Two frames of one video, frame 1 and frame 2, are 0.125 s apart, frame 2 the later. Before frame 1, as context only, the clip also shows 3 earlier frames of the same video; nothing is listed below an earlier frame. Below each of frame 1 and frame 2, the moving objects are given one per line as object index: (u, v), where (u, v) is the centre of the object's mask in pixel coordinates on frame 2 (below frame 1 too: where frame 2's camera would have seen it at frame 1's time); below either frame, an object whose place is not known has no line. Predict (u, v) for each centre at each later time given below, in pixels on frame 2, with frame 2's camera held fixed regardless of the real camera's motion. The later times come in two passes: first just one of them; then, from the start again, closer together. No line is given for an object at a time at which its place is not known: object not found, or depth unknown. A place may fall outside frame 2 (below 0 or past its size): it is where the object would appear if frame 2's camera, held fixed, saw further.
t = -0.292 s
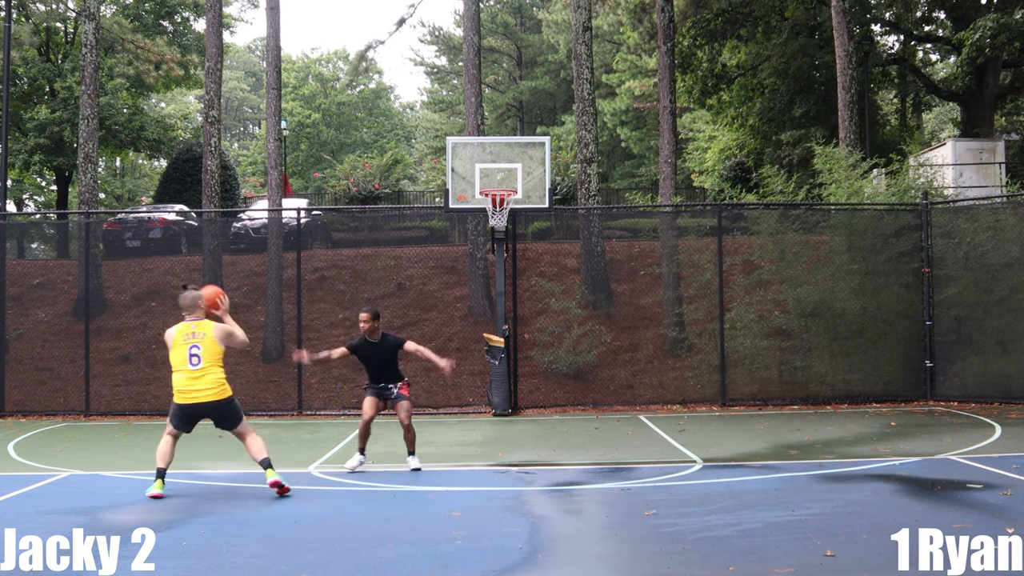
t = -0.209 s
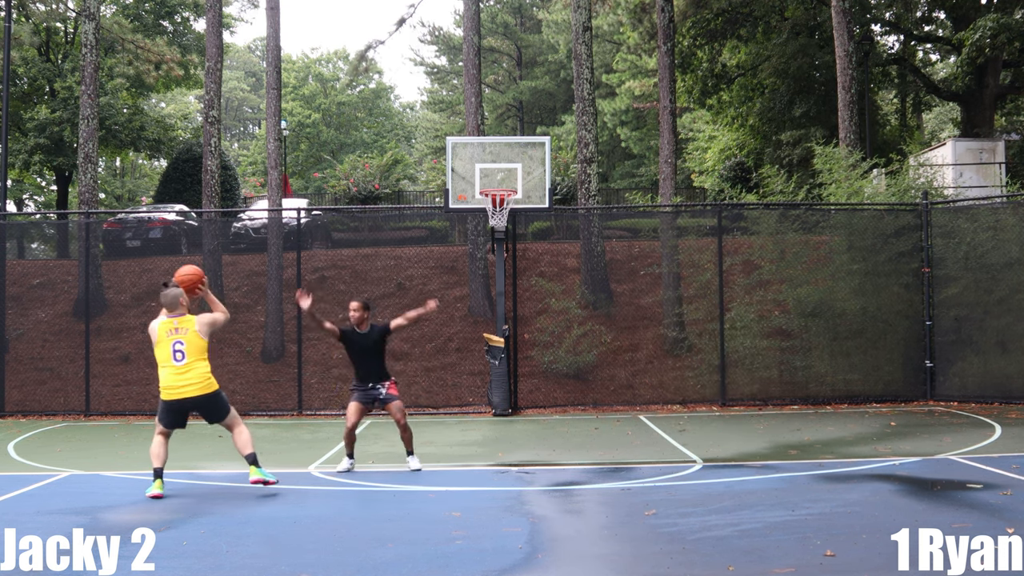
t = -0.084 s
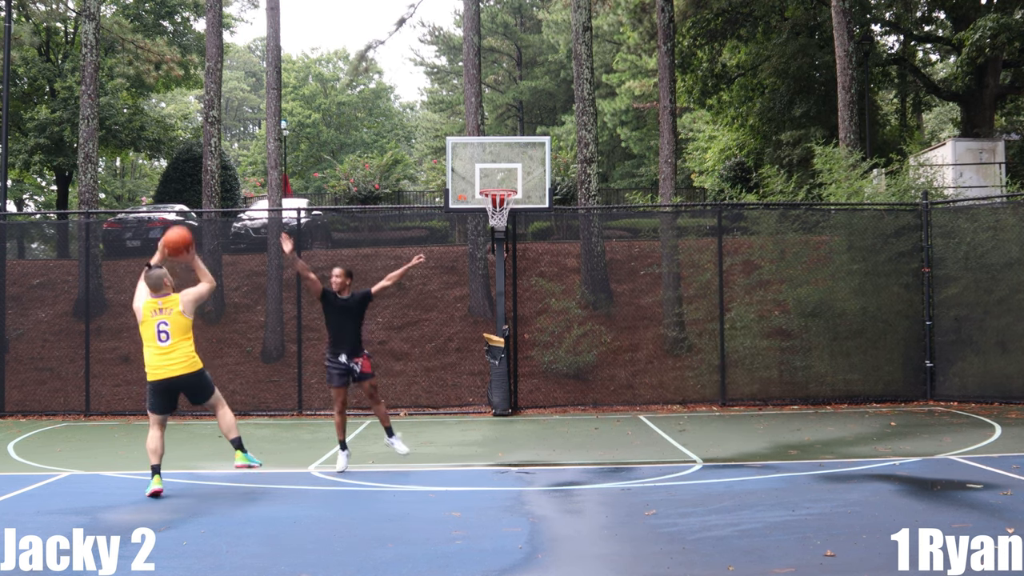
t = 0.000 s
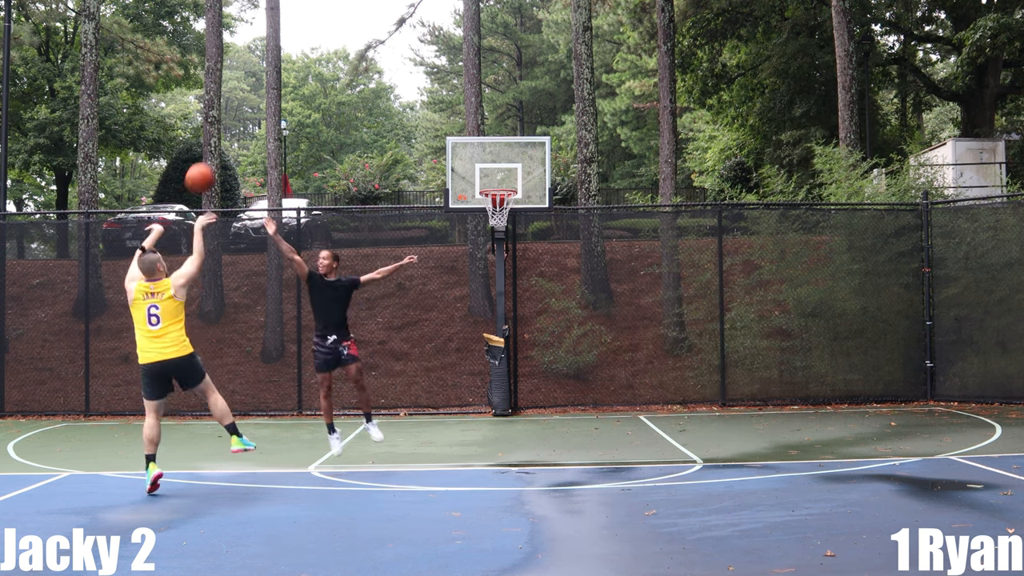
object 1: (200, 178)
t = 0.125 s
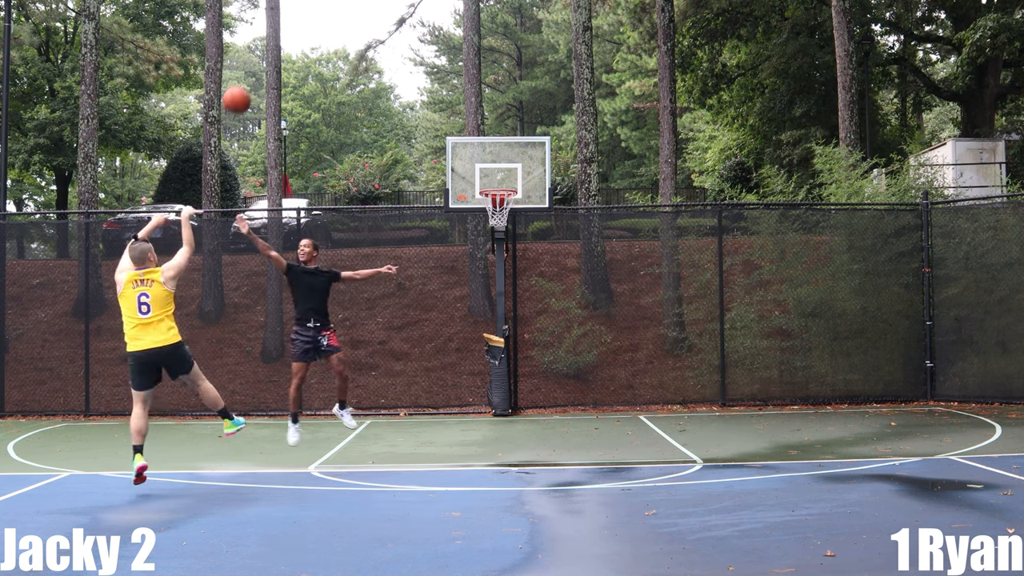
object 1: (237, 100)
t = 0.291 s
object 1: (280, 30)
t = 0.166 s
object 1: (248, 78)
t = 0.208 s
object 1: (259, 60)
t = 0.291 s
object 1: (280, 30)
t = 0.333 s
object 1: (290, 19)
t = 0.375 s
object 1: (301, 9)
